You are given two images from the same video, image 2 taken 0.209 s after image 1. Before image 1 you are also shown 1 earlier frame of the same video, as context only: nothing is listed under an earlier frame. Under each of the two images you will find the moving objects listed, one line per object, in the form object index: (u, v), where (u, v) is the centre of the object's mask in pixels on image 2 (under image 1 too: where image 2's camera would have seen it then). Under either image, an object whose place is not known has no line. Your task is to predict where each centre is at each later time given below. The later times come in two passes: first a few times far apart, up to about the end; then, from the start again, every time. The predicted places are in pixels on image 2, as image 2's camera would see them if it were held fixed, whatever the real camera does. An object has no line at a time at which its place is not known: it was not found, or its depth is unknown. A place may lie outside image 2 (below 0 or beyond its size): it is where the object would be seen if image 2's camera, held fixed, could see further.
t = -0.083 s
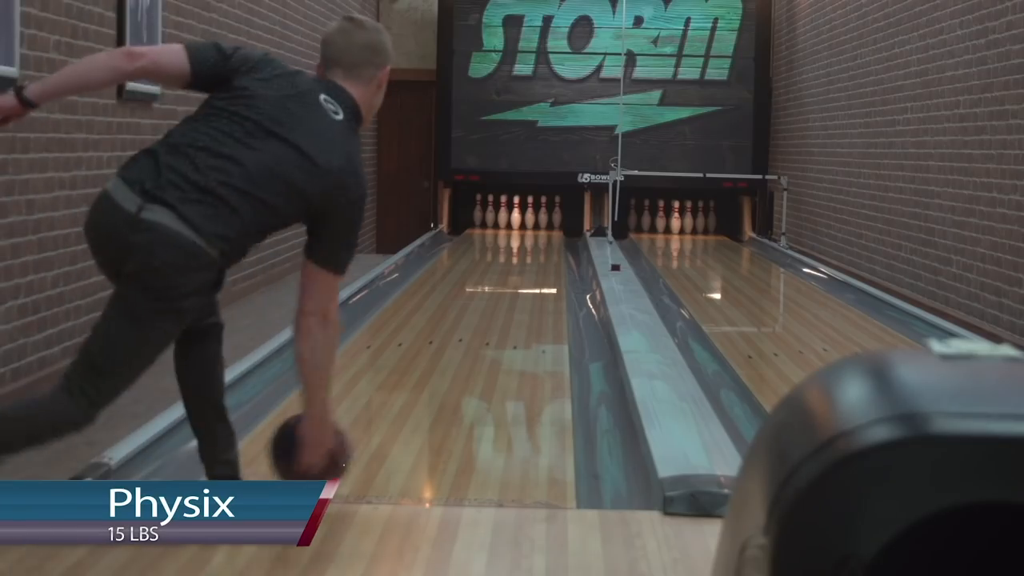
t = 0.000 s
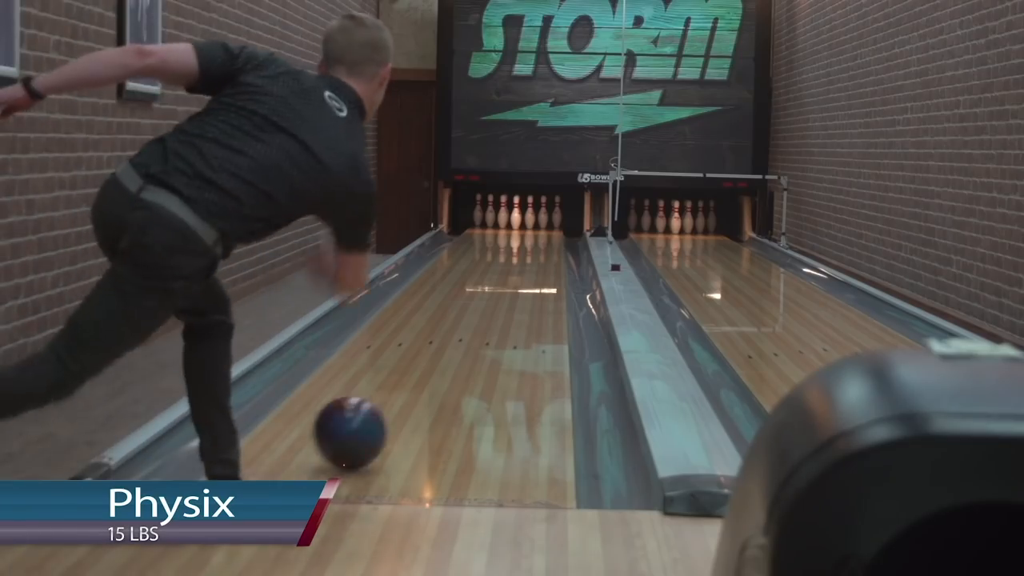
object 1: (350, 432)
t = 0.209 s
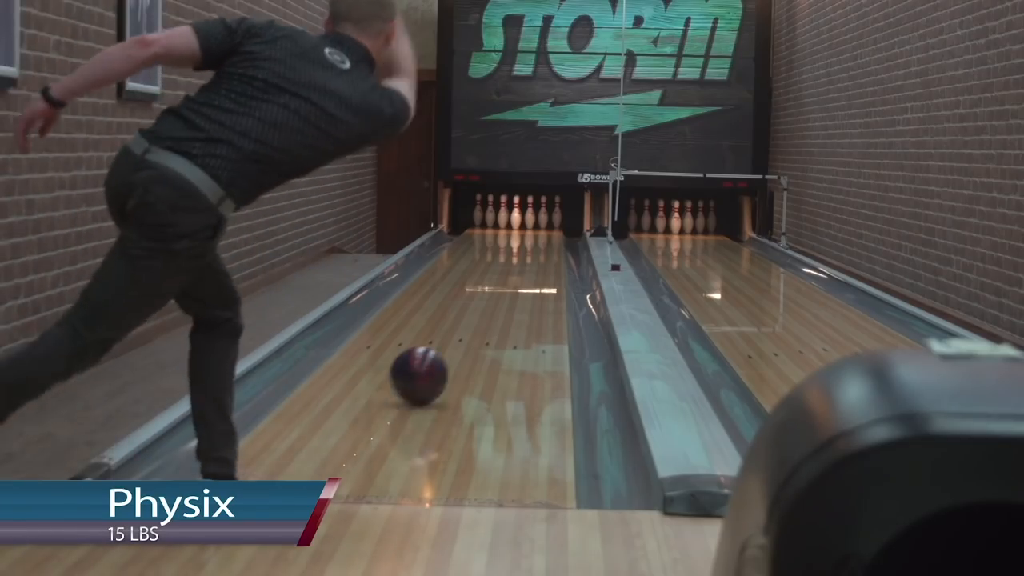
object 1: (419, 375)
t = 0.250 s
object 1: (429, 366)
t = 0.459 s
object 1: (471, 331)
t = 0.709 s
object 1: (504, 301)
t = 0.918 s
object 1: (523, 282)
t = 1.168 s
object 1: (539, 265)
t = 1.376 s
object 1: (548, 254)
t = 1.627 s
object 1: (552, 244)
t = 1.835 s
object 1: (552, 237)
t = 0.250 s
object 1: (429, 366)
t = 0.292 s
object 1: (439, 358)
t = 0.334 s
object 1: (448, 351)
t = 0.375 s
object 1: (456, 344)
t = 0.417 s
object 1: (464, 337)
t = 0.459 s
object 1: (471, 331)
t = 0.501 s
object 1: (477, 325)
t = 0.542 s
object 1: (483, 319)
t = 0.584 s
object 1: (489, 314)
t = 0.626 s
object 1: (494, 309)
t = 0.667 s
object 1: (499, 305)
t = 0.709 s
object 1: (504, 301)
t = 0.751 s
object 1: (508, 296)
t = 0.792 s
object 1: (512, 292)
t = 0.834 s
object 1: (516, 289)
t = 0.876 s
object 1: (520, 285)
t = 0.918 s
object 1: (523, 282)
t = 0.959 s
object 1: (526, 279)
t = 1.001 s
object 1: (529, 275)
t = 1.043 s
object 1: (532, 273)
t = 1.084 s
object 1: (534, 271)
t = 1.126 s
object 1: (537, 268)
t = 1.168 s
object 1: (539, 265)
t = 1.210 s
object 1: (541, 263)
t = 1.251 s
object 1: (543, 260)
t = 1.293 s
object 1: (545, 259)
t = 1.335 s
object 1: (546, 256)
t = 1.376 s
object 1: (548, 254)
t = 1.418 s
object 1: (549, 252)
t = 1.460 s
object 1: (550, 250)
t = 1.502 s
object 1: (551, 249)
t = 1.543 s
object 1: (551, 247)
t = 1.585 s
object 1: (552, 245)
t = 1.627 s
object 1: (552, 244)
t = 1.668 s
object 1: (553, 242)
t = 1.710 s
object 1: (553, 241)
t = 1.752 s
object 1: (552, 239)
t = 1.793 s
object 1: (552, 238)
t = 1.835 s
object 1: (552, 237)
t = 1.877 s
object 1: (551, 235)
